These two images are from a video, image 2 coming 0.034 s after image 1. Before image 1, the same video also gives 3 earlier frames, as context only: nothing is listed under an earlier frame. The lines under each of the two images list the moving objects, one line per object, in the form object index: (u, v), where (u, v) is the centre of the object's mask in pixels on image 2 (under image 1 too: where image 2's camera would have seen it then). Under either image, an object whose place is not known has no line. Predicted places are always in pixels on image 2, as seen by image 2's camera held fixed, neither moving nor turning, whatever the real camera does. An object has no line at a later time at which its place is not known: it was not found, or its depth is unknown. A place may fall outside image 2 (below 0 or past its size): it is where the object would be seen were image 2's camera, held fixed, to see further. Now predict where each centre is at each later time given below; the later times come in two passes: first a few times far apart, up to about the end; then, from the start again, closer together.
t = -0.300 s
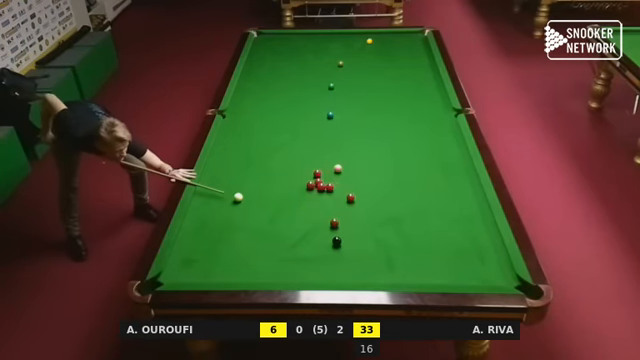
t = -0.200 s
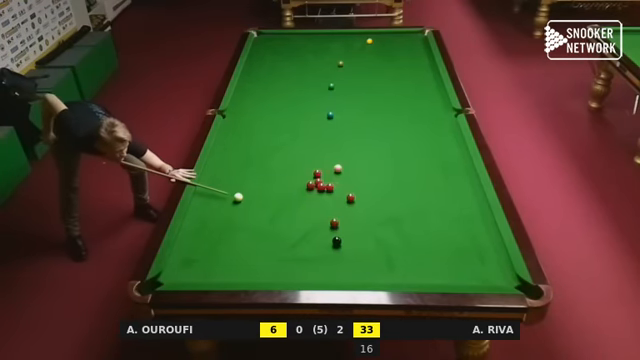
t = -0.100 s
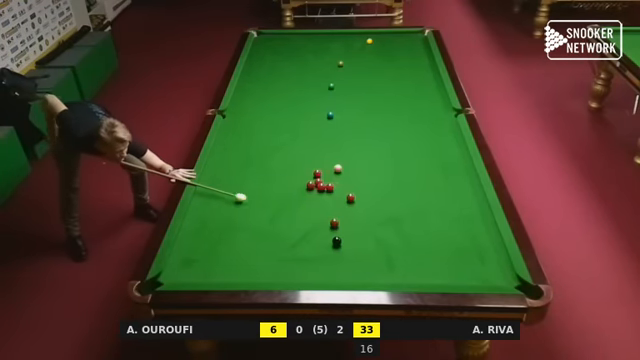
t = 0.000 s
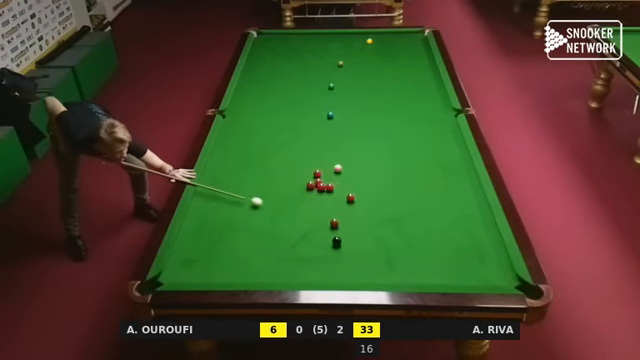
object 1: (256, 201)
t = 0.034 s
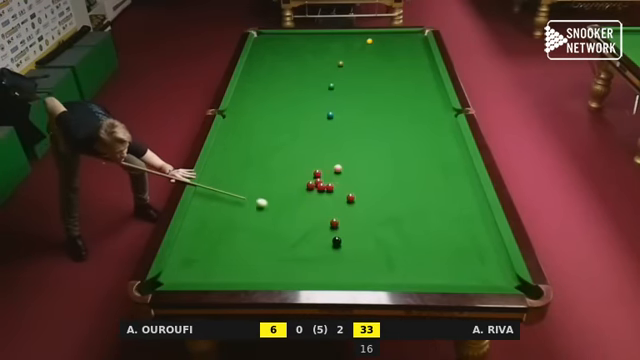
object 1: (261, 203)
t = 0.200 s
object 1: (287, 209)
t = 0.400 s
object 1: (319, 218)
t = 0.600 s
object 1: (331, 220)
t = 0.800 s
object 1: (339, 221)
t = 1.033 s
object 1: (347, 223)
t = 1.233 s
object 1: (354, 224)
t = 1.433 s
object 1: (360, 225)
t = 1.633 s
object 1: (365, 226)
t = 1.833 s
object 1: (370, 226)
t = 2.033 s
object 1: (374, 227)
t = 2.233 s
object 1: (378, 228)
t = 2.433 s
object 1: (381, 228)
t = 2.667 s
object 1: (384, 229)
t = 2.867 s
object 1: (385, 229)
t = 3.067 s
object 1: (386, 229)
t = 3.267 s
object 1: (387, 230)
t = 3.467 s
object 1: (387, 230)
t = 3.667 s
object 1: (387, 230)
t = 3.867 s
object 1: (387, 230)
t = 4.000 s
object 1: (387, 230)
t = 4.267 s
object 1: (387, 229)
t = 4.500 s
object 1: (387, 230)
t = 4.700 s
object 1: (387, 230)
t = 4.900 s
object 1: (387, 230)
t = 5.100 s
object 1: (387, 230)
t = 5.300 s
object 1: (387, 230)
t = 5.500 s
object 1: (387, 230)
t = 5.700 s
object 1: (387, 230)
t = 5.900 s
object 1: (387, 230)
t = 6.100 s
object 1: (387, 230)
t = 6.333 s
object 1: (387, 230)
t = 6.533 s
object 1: (387, 230)
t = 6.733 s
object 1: (387, 230)
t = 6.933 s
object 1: (387, 230)
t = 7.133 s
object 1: (387, 230)
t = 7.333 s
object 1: (387, 230)
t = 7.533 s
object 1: (387, 230)
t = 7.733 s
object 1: (387, 230)
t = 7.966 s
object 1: (387, 230)
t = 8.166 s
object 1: (387, 230)
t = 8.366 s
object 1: (387, 230)
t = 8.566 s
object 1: (387, 230)
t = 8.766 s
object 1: (387, 230)
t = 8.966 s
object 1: (387, 230)
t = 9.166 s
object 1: (387, 230)
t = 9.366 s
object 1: (387, 230)
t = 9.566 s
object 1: (387, 230)
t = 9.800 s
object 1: (387, 230)
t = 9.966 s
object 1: (387, 230)
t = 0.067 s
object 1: (266, 204)
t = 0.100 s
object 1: (272, 205)
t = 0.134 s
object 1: (277, 206)
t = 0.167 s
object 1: (282, 208)
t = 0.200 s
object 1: (287, 209)
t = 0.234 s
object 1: (292, 211)
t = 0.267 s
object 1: (298, 212)
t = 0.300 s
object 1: (303, 213)
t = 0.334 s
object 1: (308, 215)
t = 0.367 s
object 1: (313, 216)
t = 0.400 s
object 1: (319, 218)
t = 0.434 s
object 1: (324, 219)
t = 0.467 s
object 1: (326, 220)
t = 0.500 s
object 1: (327, 220)
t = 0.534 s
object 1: (328, 220)
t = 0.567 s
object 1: (330, 220)
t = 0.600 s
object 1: (331, 220)
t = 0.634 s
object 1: (332, 220)
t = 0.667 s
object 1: (334, 221)
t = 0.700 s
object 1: (335, 221)
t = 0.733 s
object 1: (336, 221)
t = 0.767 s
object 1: (337, 221)
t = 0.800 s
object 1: (339, 221)
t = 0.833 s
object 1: (340, 221)
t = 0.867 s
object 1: (341, 222)
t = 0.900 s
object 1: (342, 222)
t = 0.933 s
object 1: (344, 222)
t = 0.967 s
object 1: (345, 222)
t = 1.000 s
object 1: (346, 222)
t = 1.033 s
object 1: (347, 223)
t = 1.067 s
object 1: (348, 223)
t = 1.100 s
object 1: (350, 223)
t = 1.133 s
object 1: (351, 223)
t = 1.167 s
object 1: (352, 223)
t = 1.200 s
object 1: (353, 224)
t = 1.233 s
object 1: (354, 224)
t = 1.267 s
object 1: (355, 224)
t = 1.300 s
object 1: (356, 224)
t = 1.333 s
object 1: (357, 224)
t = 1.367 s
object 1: (358, 224)
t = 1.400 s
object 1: (359, 224)
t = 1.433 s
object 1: (360, 225)
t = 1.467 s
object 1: (361, 225)
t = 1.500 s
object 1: (362, 225)
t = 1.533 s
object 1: (363, 225)
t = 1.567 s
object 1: (363, 225)
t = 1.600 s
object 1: (364, 225)
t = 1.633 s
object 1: (365, 226)
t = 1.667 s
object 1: (366, 226)
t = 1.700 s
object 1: (367, 226)
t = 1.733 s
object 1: (368, 226)
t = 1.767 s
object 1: (369, 226)
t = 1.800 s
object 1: (369, 226)
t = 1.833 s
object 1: (370, 226)
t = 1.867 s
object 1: (371, 226)
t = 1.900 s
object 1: (372, 226)
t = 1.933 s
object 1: (372, 227)
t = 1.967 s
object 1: (373, 227)
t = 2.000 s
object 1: (374, 227)
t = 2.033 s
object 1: (374, 227)
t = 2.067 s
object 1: (375, 227)
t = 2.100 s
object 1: (376, 227)
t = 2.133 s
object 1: (376, 227)
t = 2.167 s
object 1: (377, 228)
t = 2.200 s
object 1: (377, 228)
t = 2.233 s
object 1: (378, 228)
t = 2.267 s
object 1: (378, 228)
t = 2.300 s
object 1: (379, 228)
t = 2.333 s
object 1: (379, 228)
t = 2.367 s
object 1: (380, 228)
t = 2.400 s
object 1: (380, 228)
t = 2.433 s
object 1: (381, 228)
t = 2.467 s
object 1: (381, 228)
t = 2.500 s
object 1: (382, 229)
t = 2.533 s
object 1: (382, 229)
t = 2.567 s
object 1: (383, 229)
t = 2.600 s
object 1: (383, 229)
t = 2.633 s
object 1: (383, 229)
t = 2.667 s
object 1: (384, 229)
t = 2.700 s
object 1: (384, 229)
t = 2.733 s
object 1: (384, 229)
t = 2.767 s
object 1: (385, 229)
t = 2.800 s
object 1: (385, 229)
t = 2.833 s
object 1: (385, 229)
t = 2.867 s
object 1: (385, 229)
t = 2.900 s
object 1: (386, 229)
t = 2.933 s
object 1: (386, 229)
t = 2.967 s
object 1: (386, 229)
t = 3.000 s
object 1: (386, 229)
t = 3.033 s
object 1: (386, 229)
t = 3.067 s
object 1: (386, 229)
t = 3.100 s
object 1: (386, 229)
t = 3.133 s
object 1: (387, 230)
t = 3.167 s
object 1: (387, 230)
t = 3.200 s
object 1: (387, 230)
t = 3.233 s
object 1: (387, 230)
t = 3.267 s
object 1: (387, 230)
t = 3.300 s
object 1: (387, 230)
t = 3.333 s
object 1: (387, 230)
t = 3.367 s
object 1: (387, 230)
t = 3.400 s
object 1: (387, 230)
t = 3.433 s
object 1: (387, 230)
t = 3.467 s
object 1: (387, 230)
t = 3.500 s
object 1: (387, 230)
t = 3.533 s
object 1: (387, 230)
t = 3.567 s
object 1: (387, 230)
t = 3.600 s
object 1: (387, 230)
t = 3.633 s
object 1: (387, 230)
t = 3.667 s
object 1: (387, 230)
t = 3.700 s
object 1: (387, 230)
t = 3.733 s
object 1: (387, 230)
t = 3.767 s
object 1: (387, 230)
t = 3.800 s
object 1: (387, 230)
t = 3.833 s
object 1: (387, 230)
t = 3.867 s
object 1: (387, 230)
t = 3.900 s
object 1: (387, 230)
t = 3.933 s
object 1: (387, 230)
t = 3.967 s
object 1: (387, 230)
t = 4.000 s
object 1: (387, 230)
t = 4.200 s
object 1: (387, 229)
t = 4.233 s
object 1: (387, 228)
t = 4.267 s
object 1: (387, 229)
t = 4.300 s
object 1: (387, 229)
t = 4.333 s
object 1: (387, 230)
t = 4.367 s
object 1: (387, 230)
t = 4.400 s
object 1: (387, 230)
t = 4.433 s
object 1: (387, 230)
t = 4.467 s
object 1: (387, 230)
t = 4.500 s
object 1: (387, 230)
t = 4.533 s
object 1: (387, 230)
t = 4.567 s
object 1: (387, 230)
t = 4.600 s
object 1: (387, 230)
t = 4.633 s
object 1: (387, 230)
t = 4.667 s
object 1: (387, 230)
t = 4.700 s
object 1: (387, 230)
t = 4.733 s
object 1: (387, 230)
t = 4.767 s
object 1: (387, 230)
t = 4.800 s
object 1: (387, 230)
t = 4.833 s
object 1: (387, 230)
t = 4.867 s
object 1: (387, 230)
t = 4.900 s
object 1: (387, 230)
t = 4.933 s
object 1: (387, 230)
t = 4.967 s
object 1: (387, 230)
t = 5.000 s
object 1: (387, 230)
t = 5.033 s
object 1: (387, 230)
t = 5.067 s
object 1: (387, 230)
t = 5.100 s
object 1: (387, 230)
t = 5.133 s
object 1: (387, 230)
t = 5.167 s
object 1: (387, 230)
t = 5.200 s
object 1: (387, 230)
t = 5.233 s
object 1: (387, 230)
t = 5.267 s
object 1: (387, 230)
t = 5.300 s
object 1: (387, 230)
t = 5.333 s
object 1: (387, 230)
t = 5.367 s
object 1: (387, 230)
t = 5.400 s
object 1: (387, 230)
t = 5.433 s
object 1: (387, 230)
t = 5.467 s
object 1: (387, 230)
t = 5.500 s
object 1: (387, 230)
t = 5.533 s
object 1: (387, 230)
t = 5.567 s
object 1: (387, 230)
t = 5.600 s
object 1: (387, 230)
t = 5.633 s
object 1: (387, 230)
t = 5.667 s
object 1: (387, 230)
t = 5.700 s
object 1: (387, 230)
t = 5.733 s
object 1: (387, 230)
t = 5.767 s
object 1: (387, 230)
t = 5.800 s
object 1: (387, 230)
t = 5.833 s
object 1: (387, 230)
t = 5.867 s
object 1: (387, 230)
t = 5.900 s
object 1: (387, 230)
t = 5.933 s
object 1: (387, 230)
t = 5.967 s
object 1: (387, 230)
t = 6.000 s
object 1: (387, 230)
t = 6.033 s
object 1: (387, 230)
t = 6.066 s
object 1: (387, 230)
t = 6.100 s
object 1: (387, 230)
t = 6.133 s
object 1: (387, 230)
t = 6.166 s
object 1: (387, 230)
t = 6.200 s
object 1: (387, 230)
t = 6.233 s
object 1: (387, 230)
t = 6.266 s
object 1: (387, 230)
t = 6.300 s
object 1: (387, 230)
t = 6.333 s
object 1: (387, 230)
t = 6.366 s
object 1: (387, 230)
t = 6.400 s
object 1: (387, 230)
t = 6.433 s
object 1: (387, 230)
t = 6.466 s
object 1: (387, 230)
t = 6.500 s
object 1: (387, 230)
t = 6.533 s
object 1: (387, 230)
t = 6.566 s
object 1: (387, 230)
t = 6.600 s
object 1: (387, 230)
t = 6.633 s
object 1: (387, 230)
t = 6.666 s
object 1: (387, 230)
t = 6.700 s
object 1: (387, 230)
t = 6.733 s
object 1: (387, 230)
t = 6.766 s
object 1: (387, 230)
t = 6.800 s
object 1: (387, 230)
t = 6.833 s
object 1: (387, 230)
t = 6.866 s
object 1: (387, 230)
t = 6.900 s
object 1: (387, 230)
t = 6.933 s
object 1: (387, 230)
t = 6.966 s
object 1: (387, 230)
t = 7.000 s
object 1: (387, 230)
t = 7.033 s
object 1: (387, 230)
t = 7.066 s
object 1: (387, 230)
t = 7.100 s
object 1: (387, 230)
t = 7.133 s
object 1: (387, 230)
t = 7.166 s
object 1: (387, 230)
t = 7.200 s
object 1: (387, 230)
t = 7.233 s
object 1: (387, 230)
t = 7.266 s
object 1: (387, 230)
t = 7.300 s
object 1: (387, 230)
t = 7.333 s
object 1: (387, 230)
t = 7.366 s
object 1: (387, 230)
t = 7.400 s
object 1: (387, 230)
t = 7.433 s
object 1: (387, 230)
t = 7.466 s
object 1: (387, 230)
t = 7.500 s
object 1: (387, 230)
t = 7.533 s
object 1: (387, 230)
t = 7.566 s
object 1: (387, 230)
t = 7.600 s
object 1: (387, 230)
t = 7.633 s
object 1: (387, 230)
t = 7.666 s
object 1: (387, 230)
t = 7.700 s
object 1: (387, 230)
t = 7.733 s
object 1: (387, 230)
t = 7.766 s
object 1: (387, 230)
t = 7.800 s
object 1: (387, 230)
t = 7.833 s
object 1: (387, 230)
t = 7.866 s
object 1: (387, 230)
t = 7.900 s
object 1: (387, 230)
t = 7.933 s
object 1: (387, 230)
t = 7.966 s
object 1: (387, 230)
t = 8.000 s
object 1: (387, 230)
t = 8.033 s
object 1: (387, 230)
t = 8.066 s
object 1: (387, 230)
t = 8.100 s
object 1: (387, 230)
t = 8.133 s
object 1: (387, 230)
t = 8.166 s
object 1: (387, 230)
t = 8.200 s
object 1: (387, 230)
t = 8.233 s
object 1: (387, 230)
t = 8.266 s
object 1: (387, 230)
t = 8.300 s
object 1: (387, 230)
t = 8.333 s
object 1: (387, 230)
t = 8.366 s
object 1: (387, 230)
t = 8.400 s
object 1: (387, 230)
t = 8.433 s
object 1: (387, 230)
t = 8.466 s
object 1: (387, 230)
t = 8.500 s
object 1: (387, 230)
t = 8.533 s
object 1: (387, 230)
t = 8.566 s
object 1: (387, 230)
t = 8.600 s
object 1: (387, 230)
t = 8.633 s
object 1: (387, 230)
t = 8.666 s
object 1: (387, 230)
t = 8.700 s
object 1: (387, 230)
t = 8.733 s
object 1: (387, 230)
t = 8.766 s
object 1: (387, 230)
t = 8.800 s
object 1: (387, 230)
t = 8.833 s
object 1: (387, 230)
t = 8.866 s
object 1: (387, 230)
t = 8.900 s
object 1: (387, 230)
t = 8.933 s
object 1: (387, 230)
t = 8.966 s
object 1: (387, 230)
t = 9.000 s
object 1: (387, 230)
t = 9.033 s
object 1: (387, 230)
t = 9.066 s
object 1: (387, 230)
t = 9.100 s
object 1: (387, 230)
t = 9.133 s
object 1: (387, 230)
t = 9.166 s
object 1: (387, 230)
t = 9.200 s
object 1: (387, 230)
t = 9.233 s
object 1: (387, 230)
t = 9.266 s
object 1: (387, 230)
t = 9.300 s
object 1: (387, 230)
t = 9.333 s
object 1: (387, 230)
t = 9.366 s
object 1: (387, 230)
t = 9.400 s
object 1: (387, 230)
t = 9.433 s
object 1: (387, 230)
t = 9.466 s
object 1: (387, 230)
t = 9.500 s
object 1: (387, 230)
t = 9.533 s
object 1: (387, 230)
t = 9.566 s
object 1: (387, 230)
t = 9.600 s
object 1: (387, 230)
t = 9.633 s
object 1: (387, 230)
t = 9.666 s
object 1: (387, 230)
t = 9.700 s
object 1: (387, 230)
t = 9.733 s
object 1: (387, 230)
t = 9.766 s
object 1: (387, 230)
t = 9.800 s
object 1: (387, 230)
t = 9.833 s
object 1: (387, 230)
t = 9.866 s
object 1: (387, 230)
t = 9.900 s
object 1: (387, 230)
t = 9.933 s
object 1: (387, 230)
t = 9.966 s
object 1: (387, 230)
